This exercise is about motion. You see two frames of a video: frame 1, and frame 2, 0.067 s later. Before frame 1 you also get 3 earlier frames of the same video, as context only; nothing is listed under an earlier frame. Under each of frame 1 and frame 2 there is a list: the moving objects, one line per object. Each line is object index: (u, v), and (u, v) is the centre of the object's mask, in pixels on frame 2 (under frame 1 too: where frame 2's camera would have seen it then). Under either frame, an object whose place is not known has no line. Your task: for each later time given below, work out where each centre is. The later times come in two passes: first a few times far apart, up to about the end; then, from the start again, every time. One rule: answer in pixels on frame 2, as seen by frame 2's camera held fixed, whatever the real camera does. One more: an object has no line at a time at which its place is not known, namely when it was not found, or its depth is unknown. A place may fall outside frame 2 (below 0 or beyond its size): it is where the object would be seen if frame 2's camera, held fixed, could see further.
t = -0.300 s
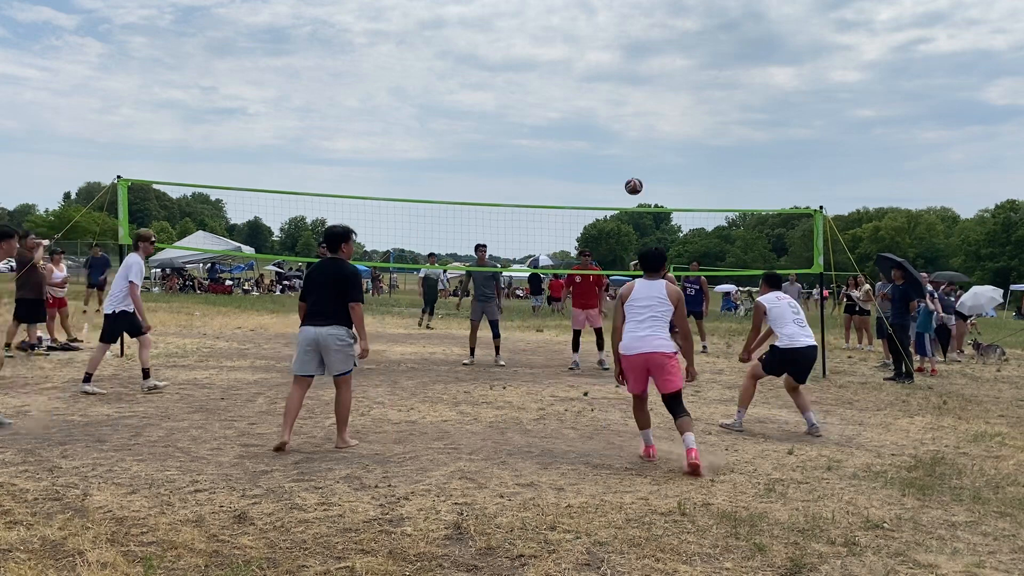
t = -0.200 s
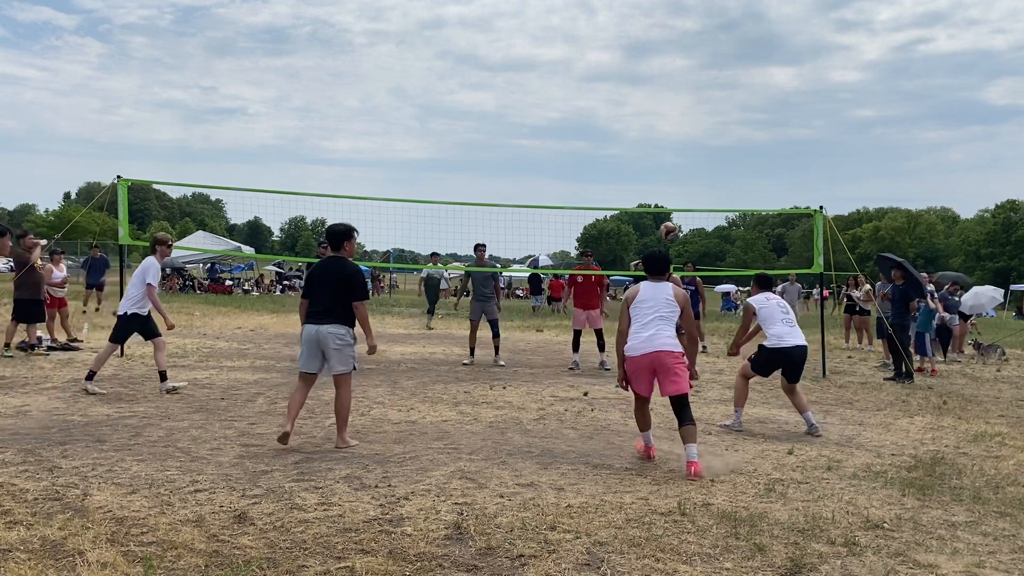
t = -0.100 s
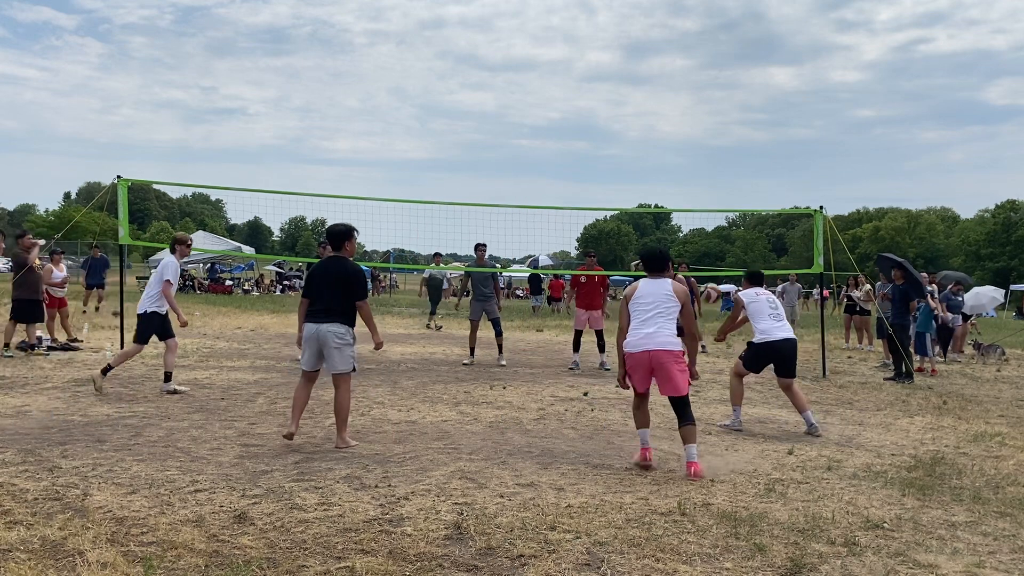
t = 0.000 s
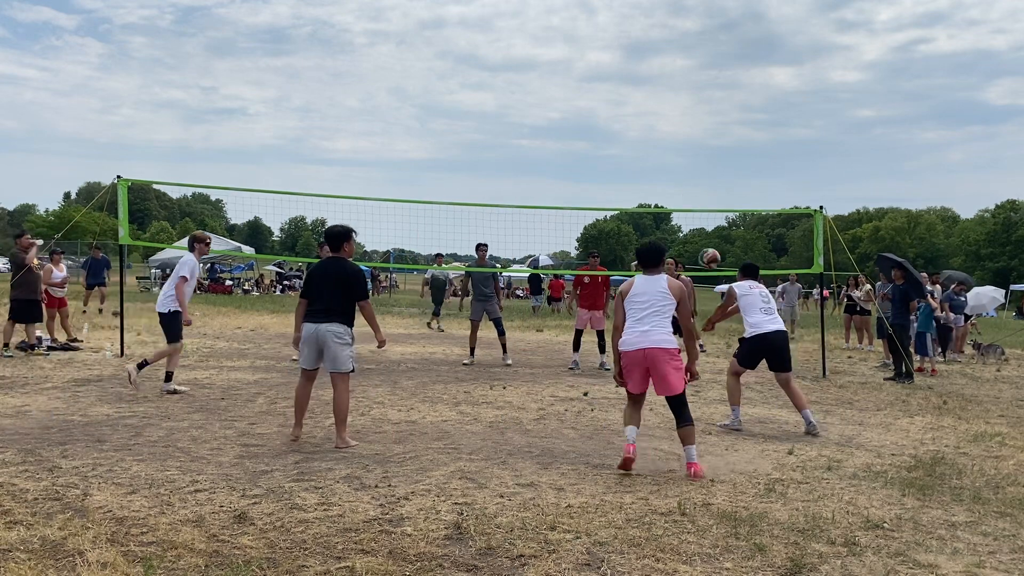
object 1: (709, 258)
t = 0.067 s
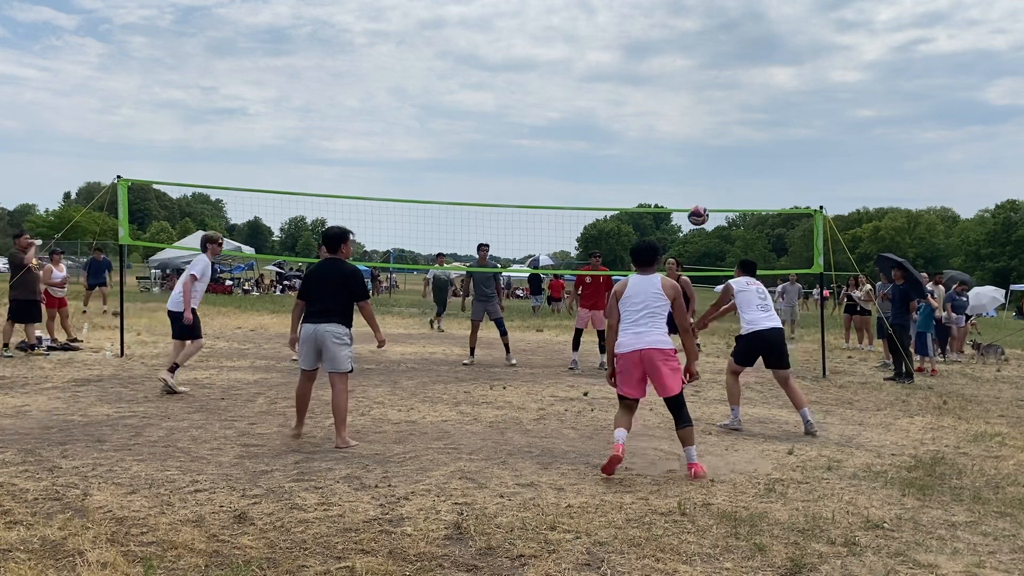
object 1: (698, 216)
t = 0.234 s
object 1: (673, 133)
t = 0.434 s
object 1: (648, 77)
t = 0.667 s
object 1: (622, 61)
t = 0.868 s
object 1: (602, 84)
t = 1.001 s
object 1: (590, 114)
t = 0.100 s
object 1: (693, 196)
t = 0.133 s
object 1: (688, 178)
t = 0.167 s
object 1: (682, 162)
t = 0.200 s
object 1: (678, 147)
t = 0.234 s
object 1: (673, 133)
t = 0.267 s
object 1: (669, 121)
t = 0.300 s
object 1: (664, 110)
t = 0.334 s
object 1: (660, 100)
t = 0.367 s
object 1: (656, 91)
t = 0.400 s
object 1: (652, 84)
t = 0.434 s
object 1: (648, 77)
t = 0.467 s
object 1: (644, 72)
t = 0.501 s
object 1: (640, 68)
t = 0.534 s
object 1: (636, 65)
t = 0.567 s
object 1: (632, 63)
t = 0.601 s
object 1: (629, 61)
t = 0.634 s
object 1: (625, 61)
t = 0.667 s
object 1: (622, 61)
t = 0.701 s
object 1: (619, 63)
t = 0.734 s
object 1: (615, 65)
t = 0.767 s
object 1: (612, 69)
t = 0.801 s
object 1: (609, 73)
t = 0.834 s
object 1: (606, 78)
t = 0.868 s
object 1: (602, 84)
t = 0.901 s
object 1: (599, 90)
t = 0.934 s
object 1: (596, 98)
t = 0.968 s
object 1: (593, 106)
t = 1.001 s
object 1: (590, 114)
